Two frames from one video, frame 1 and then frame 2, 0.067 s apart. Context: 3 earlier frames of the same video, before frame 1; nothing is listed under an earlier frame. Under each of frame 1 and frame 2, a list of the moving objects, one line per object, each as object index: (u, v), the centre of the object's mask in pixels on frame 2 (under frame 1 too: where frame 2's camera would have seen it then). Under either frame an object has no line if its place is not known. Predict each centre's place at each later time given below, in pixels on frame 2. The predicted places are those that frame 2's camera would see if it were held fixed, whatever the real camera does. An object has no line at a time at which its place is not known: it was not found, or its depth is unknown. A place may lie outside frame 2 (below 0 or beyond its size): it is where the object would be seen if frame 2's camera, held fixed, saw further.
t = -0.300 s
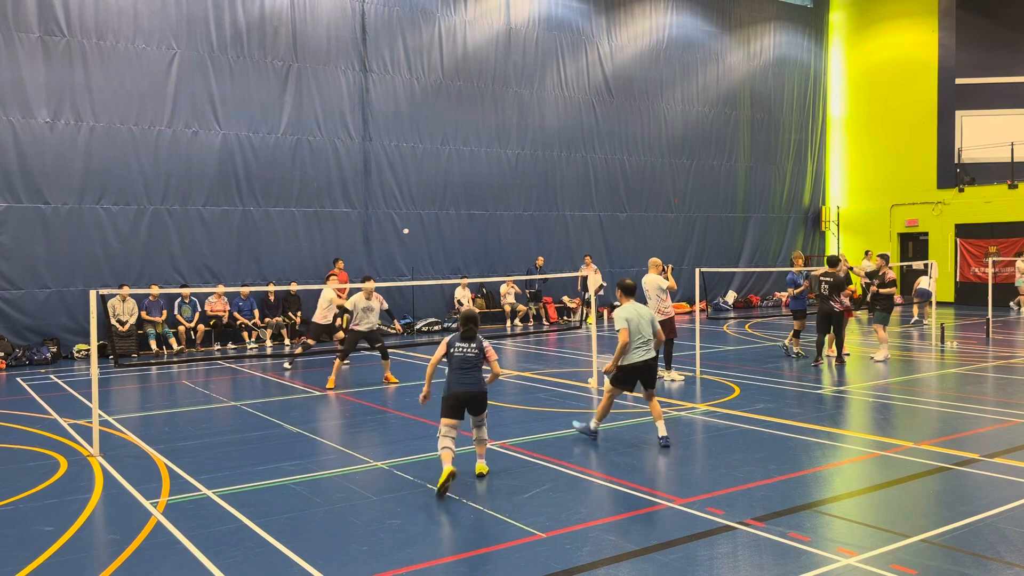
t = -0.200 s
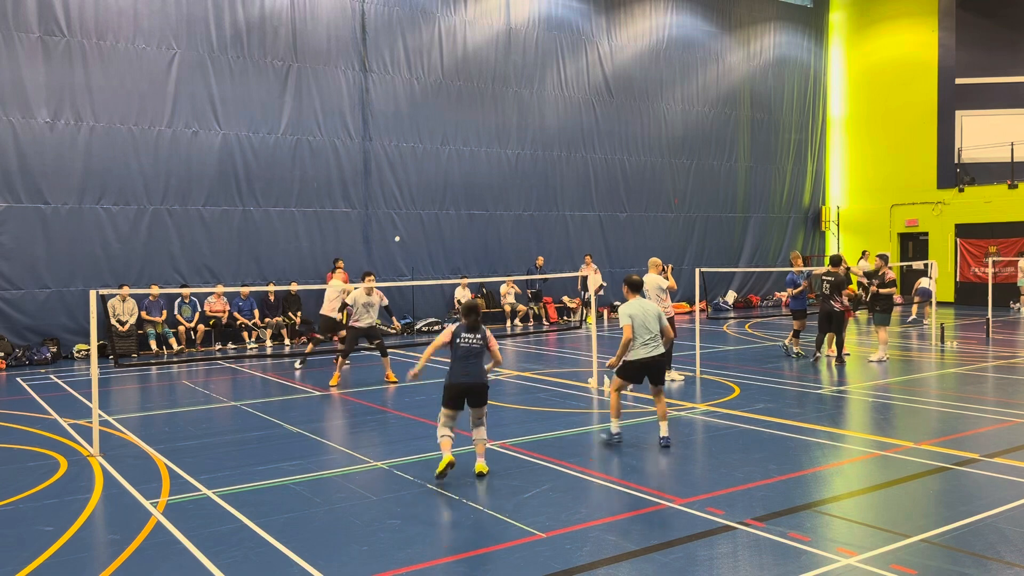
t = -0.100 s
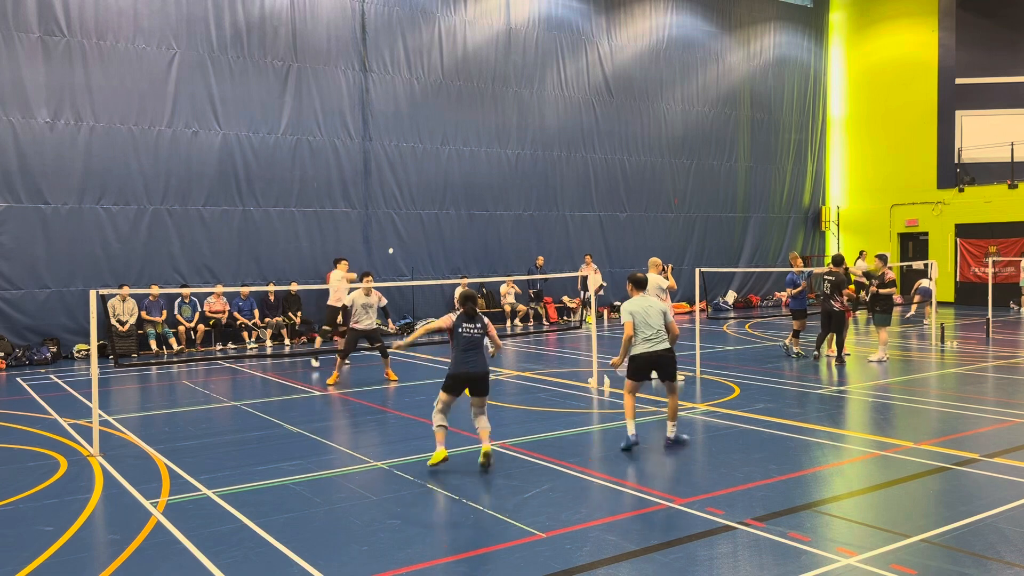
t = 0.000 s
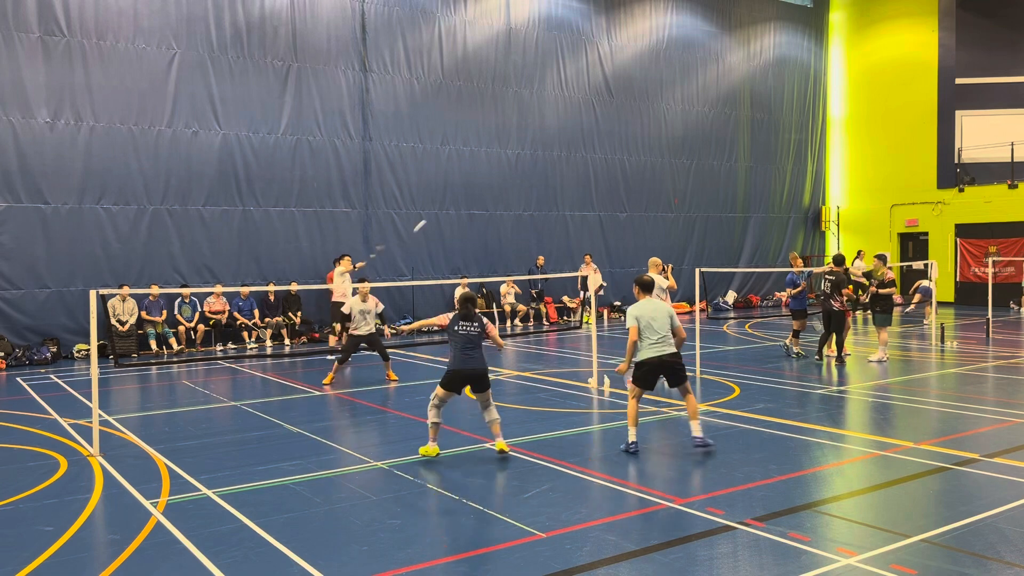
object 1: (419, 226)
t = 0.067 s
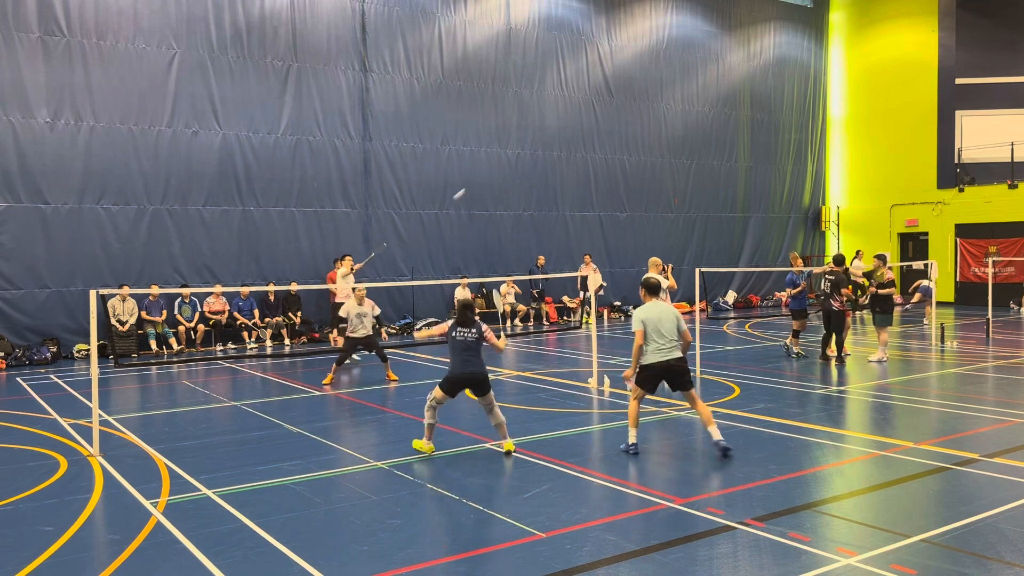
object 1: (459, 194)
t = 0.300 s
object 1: (569, 120)
